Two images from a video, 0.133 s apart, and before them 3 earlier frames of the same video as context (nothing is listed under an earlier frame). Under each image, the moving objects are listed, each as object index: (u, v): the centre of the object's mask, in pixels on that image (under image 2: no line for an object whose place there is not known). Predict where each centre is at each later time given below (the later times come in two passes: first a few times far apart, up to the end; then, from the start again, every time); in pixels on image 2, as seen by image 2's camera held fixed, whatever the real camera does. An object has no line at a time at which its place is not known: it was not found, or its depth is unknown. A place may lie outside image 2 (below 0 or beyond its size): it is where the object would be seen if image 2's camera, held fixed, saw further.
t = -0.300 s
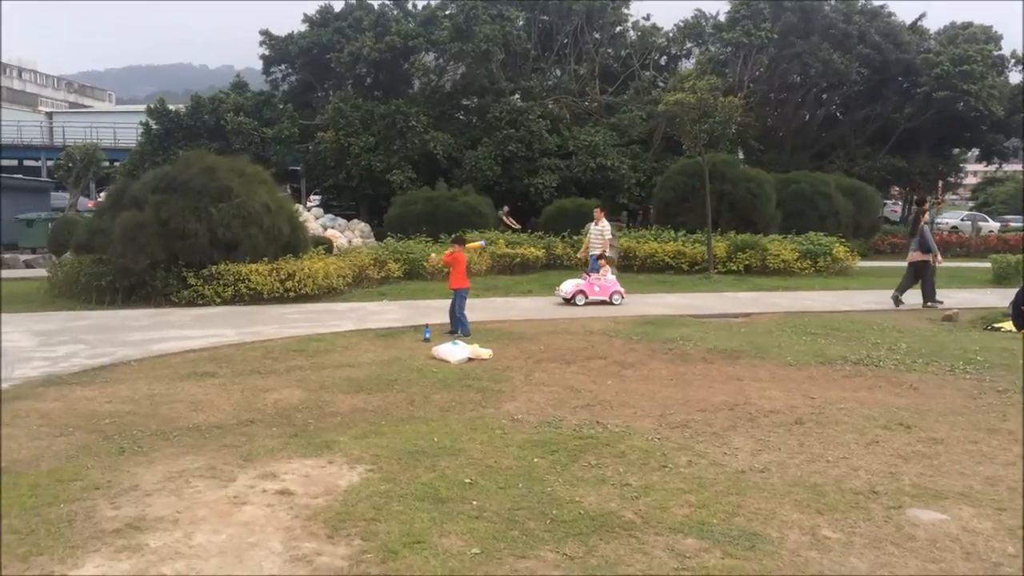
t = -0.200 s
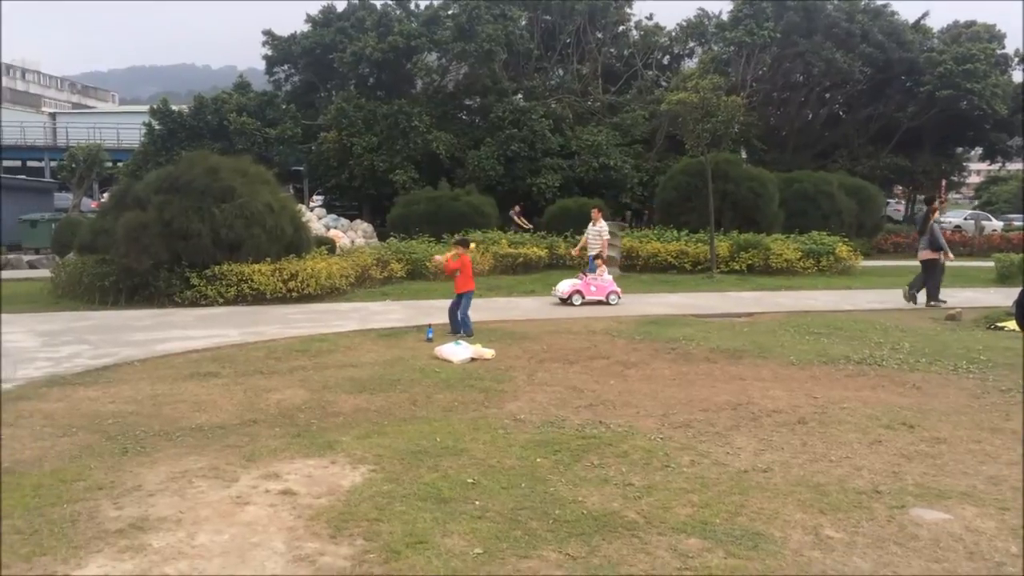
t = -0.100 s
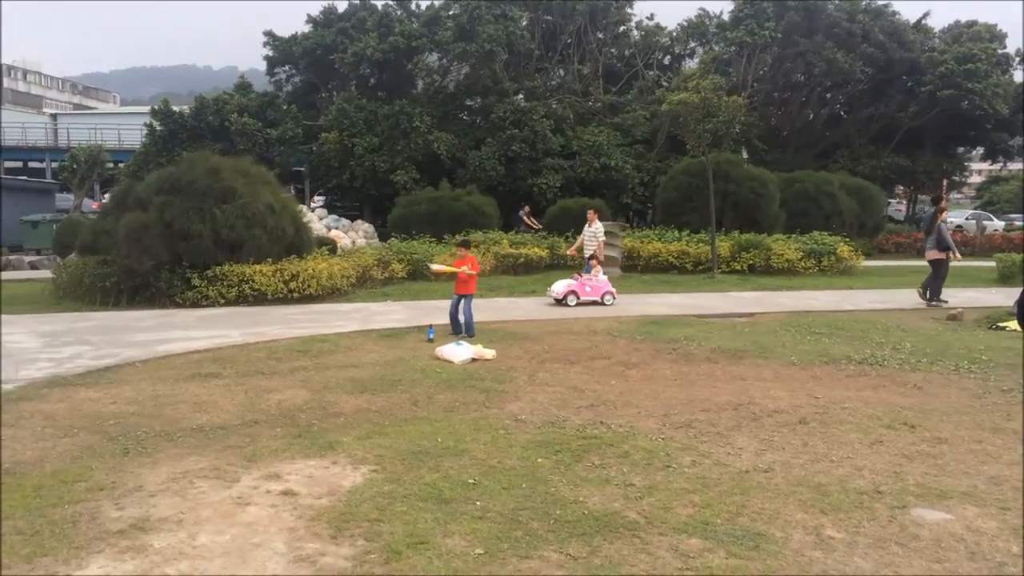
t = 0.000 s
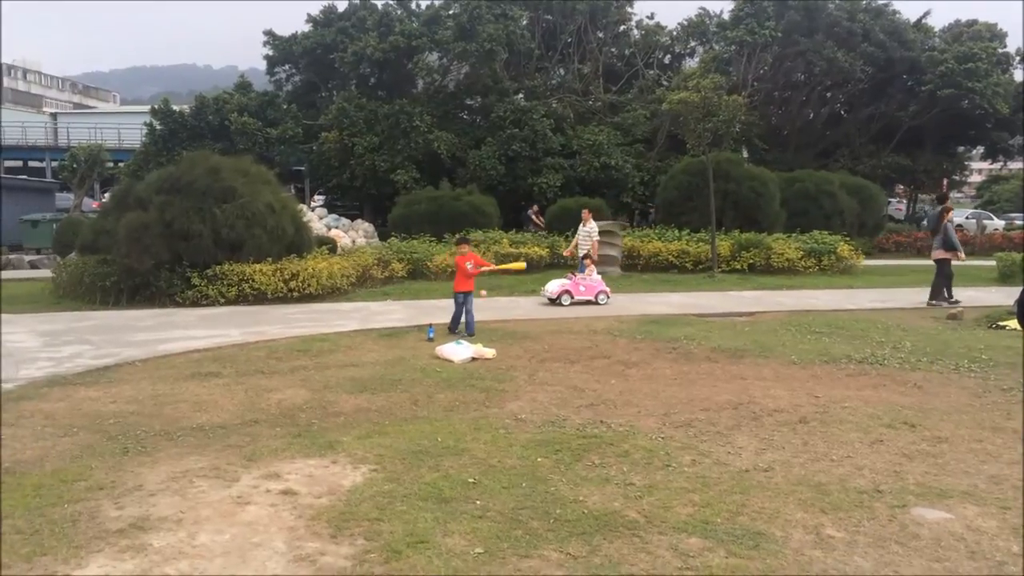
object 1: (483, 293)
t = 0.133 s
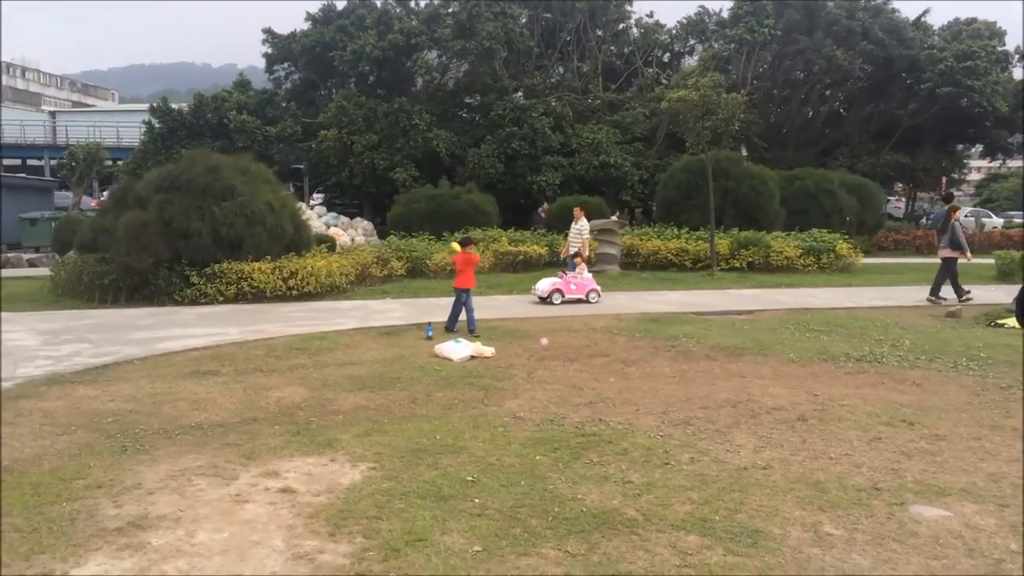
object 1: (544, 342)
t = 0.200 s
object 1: (577, 377)
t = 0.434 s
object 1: (669, 411)
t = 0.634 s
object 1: (744, 476)
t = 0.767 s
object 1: (791, 506)
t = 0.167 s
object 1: (560, 359)
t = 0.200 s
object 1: (577, 377)
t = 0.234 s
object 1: (595, 399)
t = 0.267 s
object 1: (611, 417)
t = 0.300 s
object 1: (622, 413)
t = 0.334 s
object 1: (634, 409)
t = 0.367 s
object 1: (645, 409)
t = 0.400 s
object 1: (657, 409)
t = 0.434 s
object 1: (669, 411)
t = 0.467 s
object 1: (681, 417)
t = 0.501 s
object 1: (694, 424)
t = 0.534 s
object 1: (706, 433)
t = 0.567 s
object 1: (718, 444)
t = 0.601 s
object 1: (731, 459)
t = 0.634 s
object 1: (744, 476)
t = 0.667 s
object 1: (757, 496)
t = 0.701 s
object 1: (768, 503)
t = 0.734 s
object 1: (780, 503)
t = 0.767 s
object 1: (791, 506)
